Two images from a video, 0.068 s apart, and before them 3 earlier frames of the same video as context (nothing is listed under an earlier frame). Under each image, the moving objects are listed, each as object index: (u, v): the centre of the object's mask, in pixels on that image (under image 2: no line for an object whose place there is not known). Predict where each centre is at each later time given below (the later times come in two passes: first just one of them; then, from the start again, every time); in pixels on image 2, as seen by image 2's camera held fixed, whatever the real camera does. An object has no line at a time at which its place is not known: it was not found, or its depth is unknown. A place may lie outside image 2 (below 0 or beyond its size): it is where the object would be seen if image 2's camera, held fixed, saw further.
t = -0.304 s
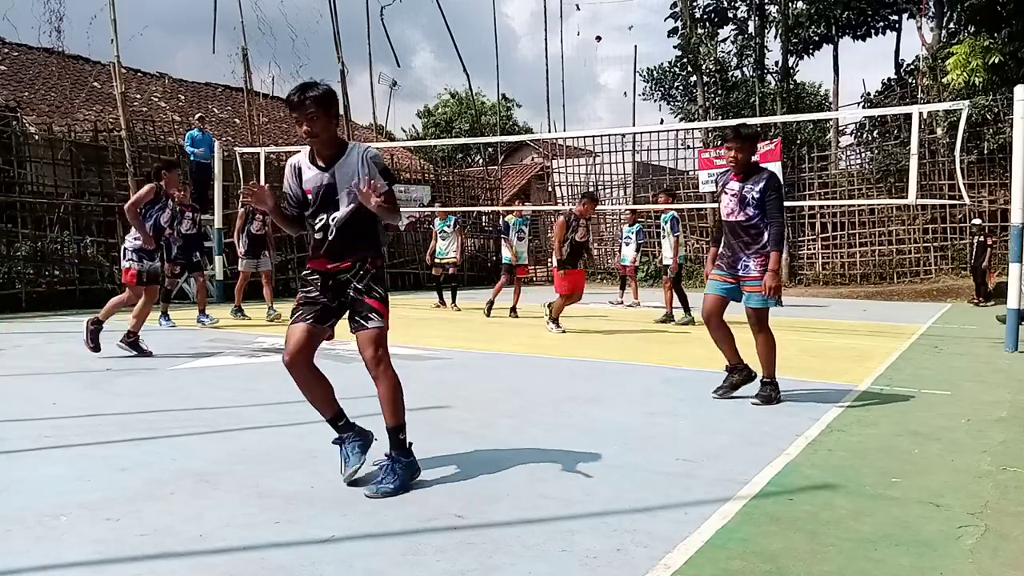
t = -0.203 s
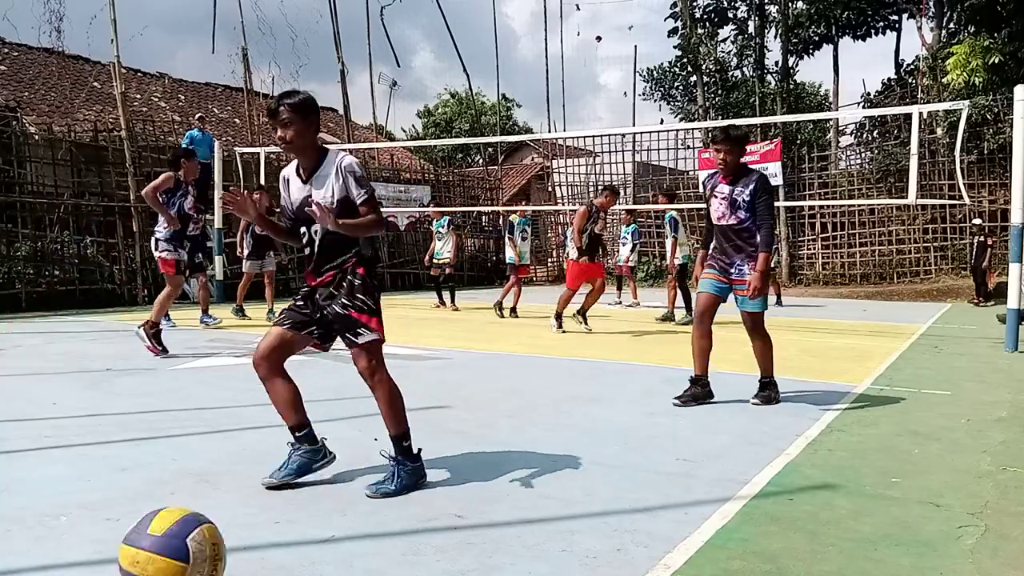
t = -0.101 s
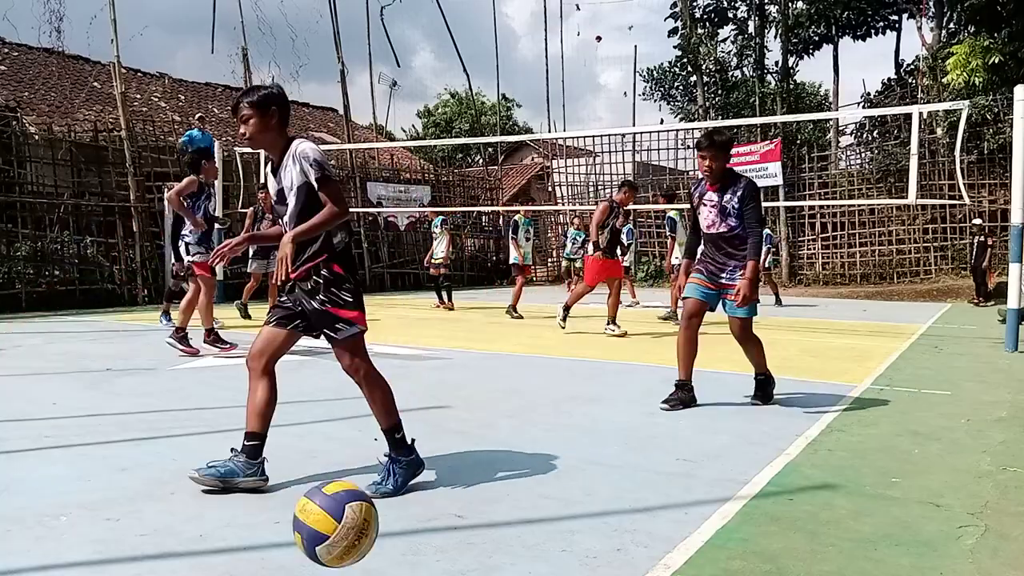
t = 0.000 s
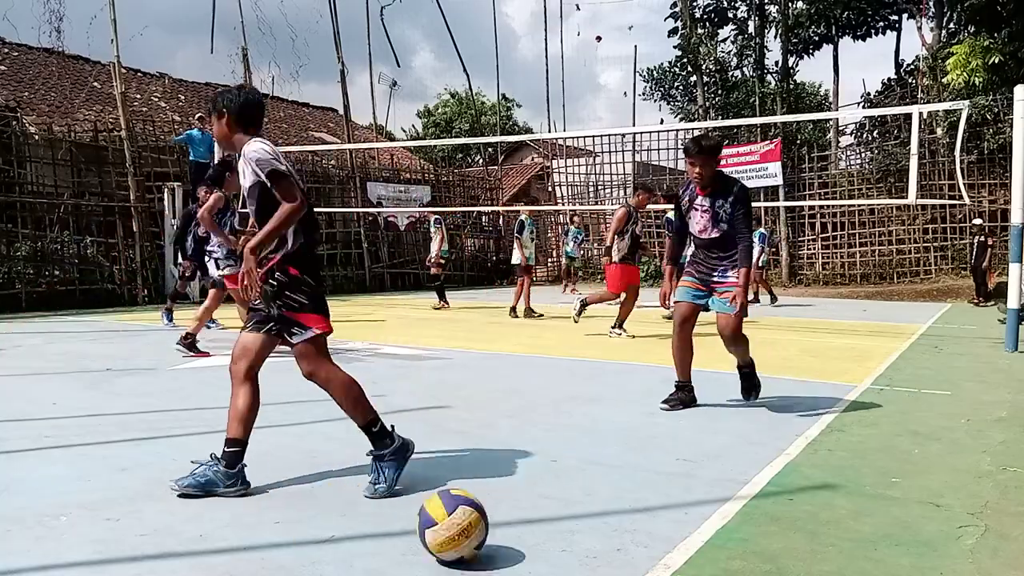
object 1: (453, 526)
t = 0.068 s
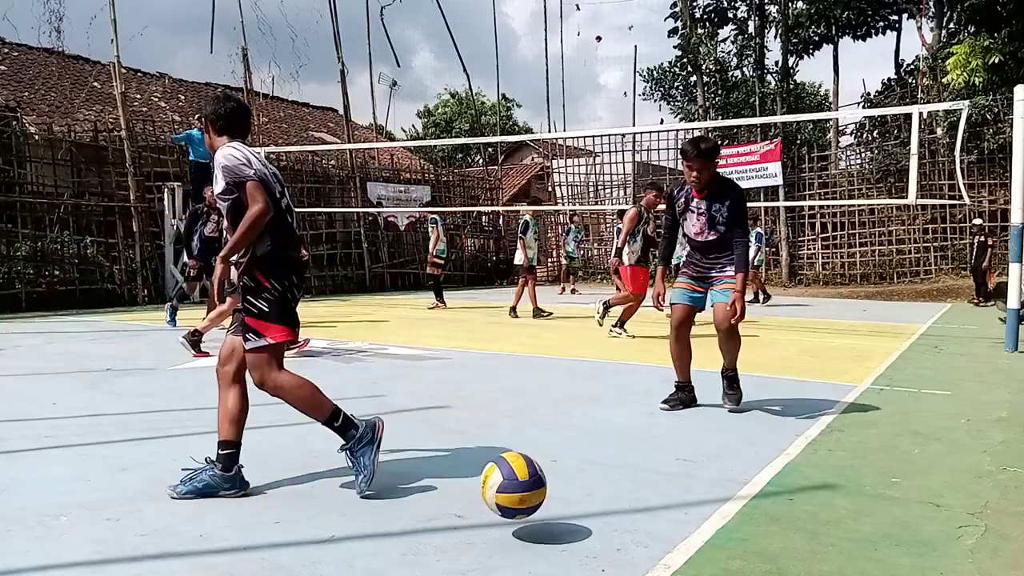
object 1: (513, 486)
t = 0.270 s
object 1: (649, 457)
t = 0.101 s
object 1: (540, 473)
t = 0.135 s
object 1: (566, 465)
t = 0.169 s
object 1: (589, 460)
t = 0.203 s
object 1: (610, 459)
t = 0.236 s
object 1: (632, 461)
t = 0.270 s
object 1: (649, 457)
